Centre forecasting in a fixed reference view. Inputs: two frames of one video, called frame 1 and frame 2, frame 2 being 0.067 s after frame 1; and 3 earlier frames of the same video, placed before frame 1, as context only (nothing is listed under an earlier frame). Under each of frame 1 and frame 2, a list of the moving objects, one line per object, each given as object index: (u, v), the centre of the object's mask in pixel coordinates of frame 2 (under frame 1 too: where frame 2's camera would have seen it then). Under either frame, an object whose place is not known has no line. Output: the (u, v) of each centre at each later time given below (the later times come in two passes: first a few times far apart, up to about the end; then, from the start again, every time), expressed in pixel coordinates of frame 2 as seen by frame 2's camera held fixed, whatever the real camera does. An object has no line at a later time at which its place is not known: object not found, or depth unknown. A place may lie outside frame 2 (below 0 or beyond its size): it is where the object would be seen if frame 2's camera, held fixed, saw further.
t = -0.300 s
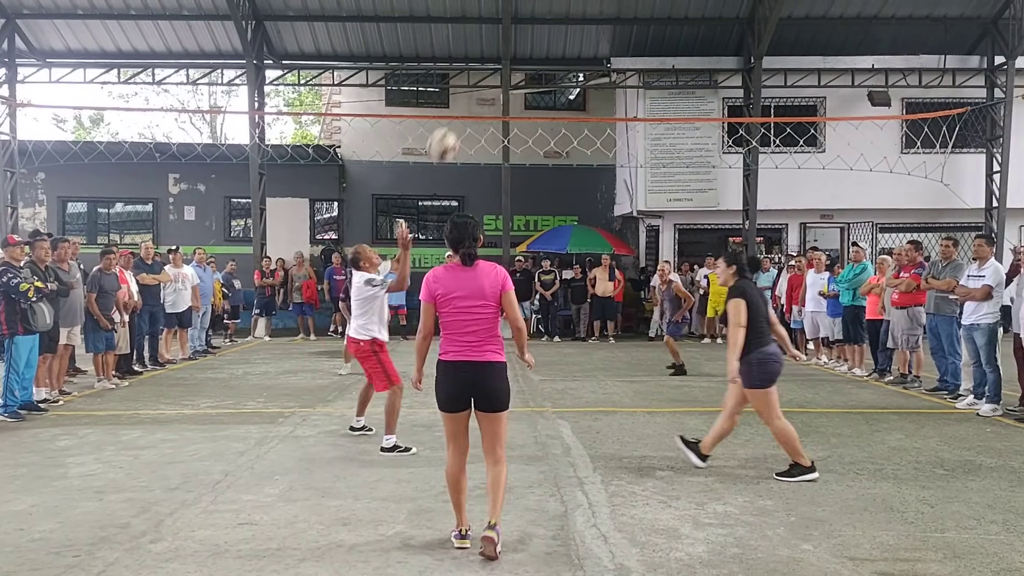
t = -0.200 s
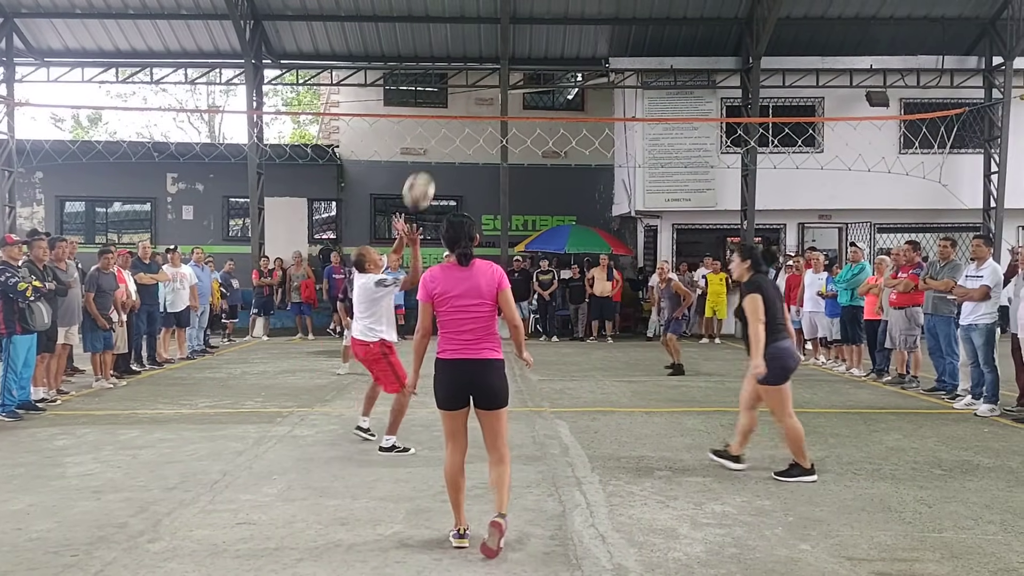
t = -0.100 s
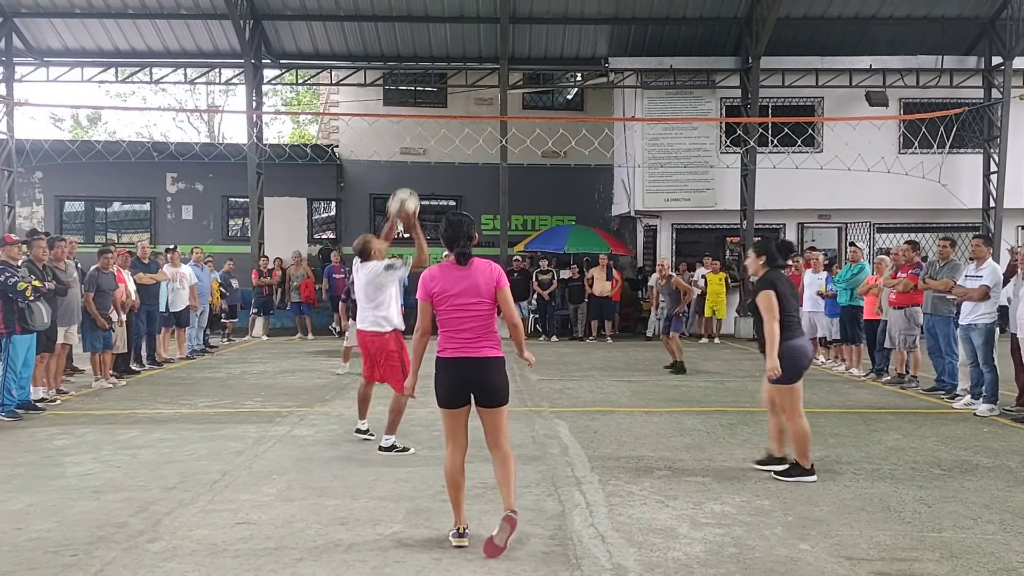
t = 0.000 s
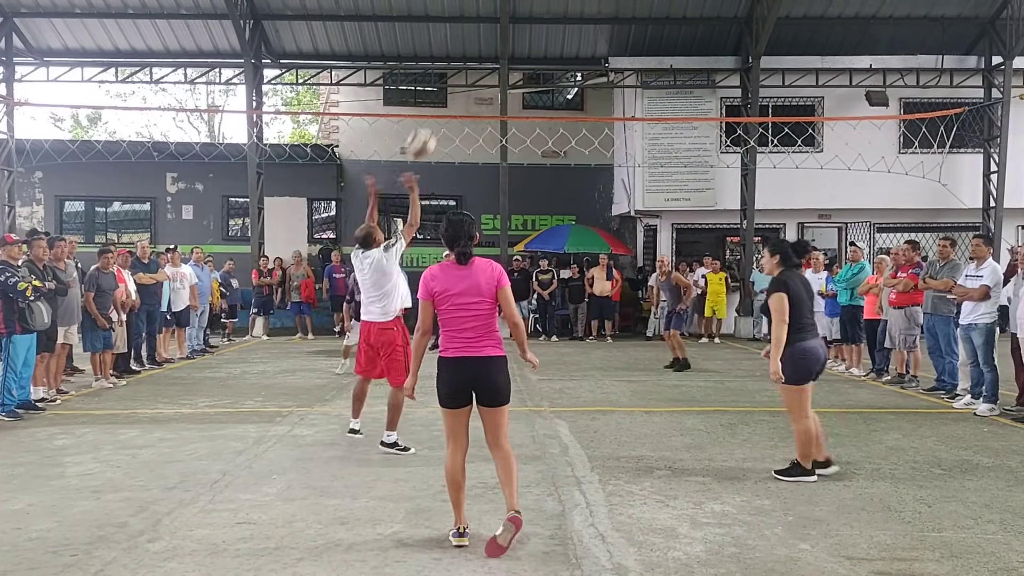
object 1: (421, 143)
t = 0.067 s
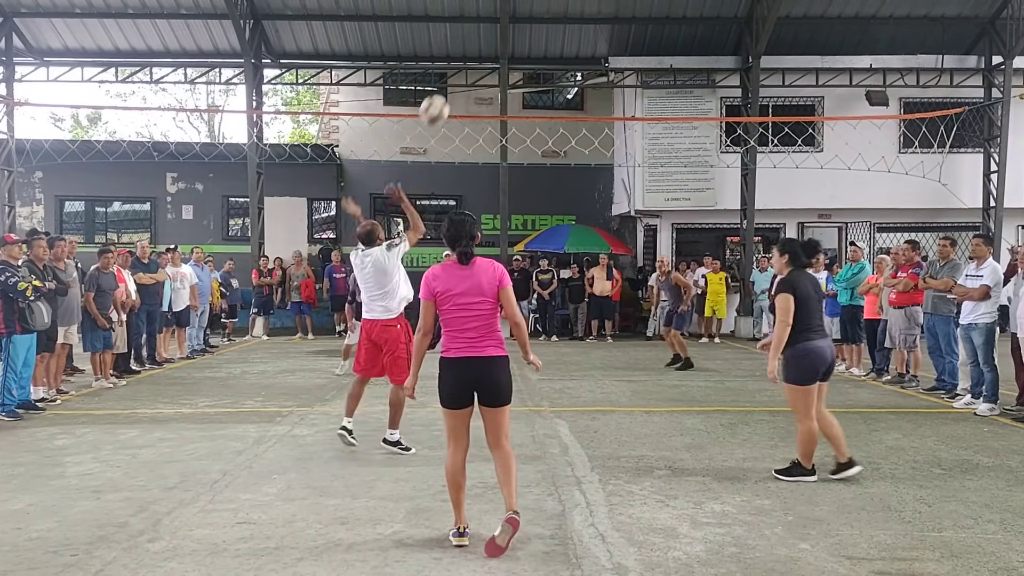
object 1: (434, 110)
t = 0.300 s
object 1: (474, 45)
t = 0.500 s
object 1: (503, 44)
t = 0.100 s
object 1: (440, 97)
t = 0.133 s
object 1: (446, 85)
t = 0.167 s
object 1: (452, 73)
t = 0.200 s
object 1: (458, 64)
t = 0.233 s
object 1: (463, 56)
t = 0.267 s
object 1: (469, 50)
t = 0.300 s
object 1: (474, 45)
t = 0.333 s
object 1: (479, 42)
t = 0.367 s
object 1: (484, 40)
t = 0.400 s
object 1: (489, 39)
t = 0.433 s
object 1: (494, 39)
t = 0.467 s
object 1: (499, 41)
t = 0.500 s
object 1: (503, 44)
